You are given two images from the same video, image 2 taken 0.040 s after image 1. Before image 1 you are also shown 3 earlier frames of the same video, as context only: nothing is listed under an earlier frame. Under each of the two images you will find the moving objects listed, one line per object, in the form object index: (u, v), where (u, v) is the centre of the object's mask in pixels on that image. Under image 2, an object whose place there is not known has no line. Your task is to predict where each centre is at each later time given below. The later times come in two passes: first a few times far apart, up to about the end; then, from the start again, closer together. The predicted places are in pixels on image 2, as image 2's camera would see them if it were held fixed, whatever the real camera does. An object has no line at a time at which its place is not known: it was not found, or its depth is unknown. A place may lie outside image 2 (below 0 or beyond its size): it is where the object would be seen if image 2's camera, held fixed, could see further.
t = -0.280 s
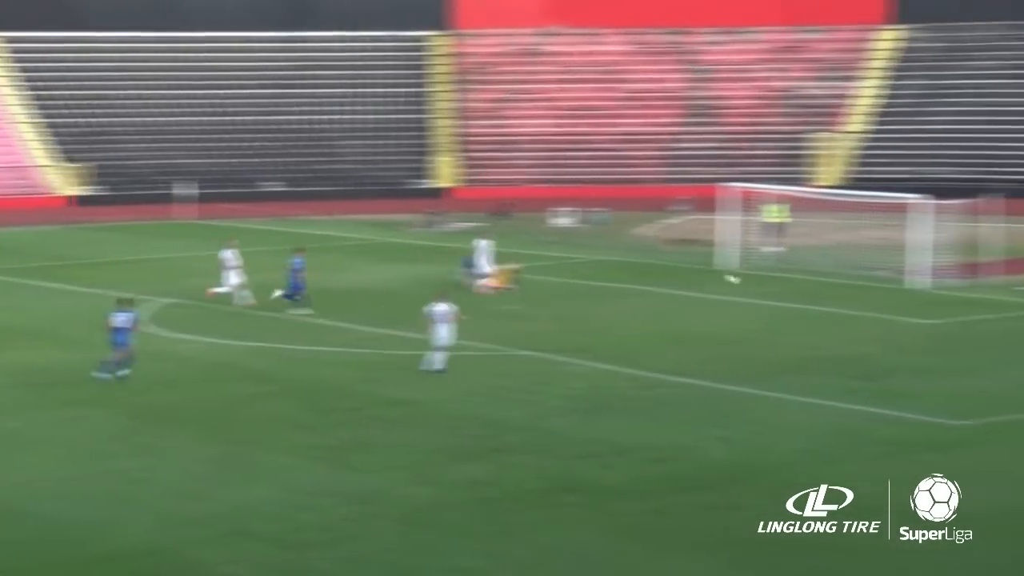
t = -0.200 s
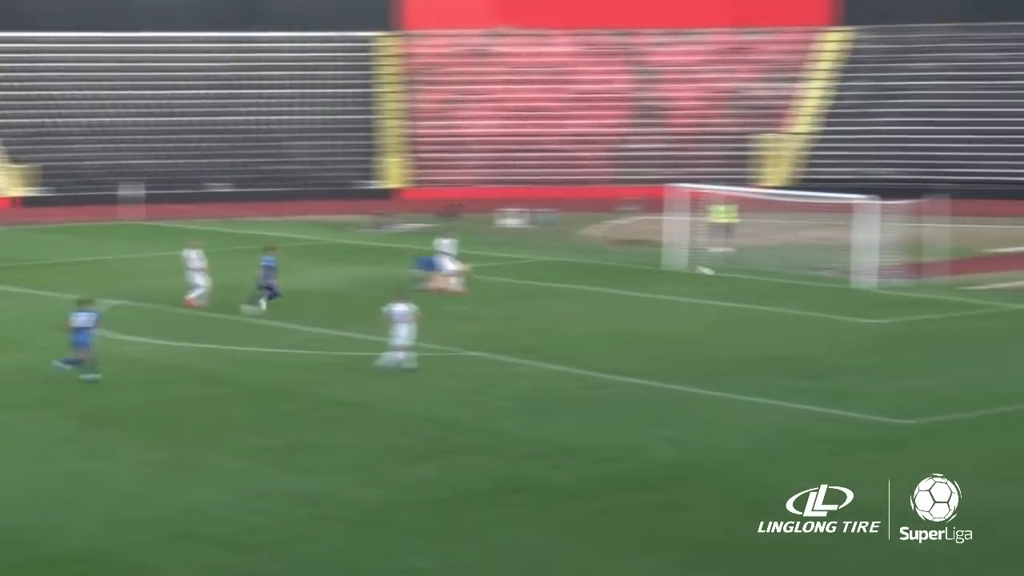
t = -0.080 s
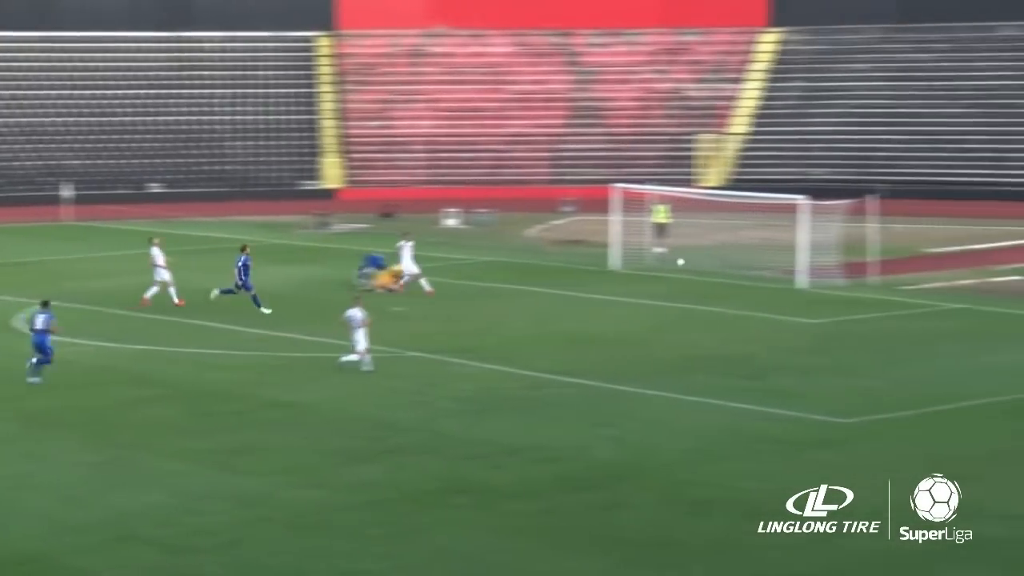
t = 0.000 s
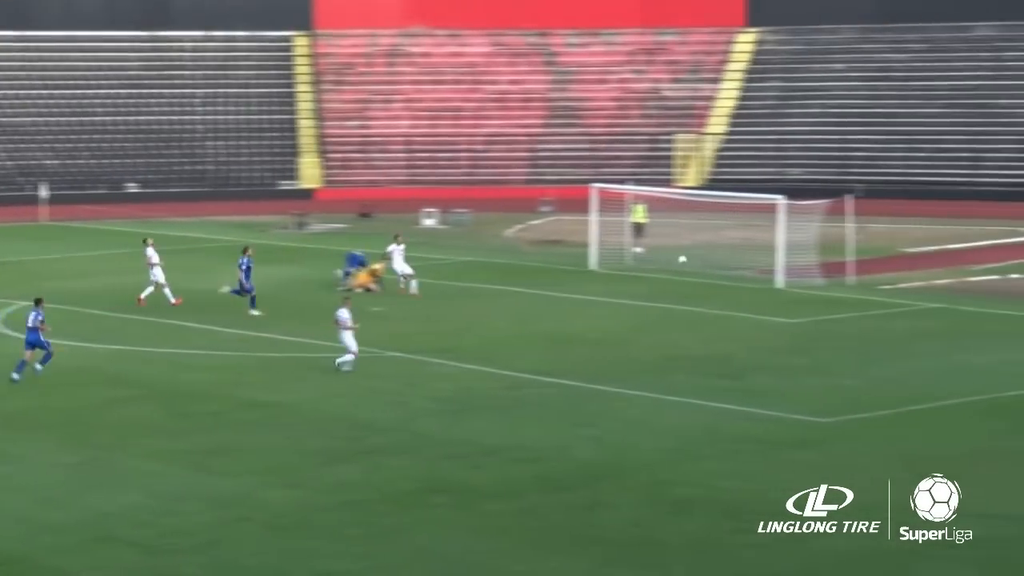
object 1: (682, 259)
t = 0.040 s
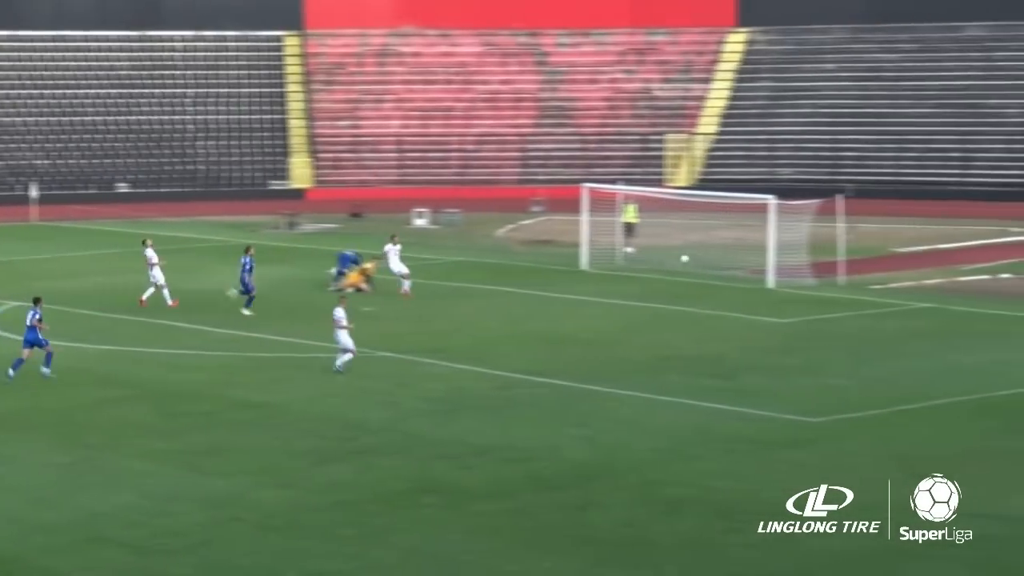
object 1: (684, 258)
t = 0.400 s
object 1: (775, 274)
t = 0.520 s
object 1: (782, 269)
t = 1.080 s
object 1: (784, 274)
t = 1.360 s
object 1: (786, 274)
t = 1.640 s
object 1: (785, 283)
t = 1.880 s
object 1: (777, 284)
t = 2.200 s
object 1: (764, 284)
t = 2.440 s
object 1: (758, 283)
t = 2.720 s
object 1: (754, 284)
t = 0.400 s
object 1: (775, 274)
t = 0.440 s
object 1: (777, 273)
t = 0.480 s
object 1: (780, 271)
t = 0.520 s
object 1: (782, 269)
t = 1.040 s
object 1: (784, 271)
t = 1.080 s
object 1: (784, 274)
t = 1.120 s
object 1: (784, 279)
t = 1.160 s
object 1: (785, 280)
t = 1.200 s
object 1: (784, 279)
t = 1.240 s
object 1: (785, 275)
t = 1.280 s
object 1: (785, 275)
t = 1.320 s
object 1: (786, 274)
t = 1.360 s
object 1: (786, 274)
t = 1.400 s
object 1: (786, 274)
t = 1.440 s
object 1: (787, 274)
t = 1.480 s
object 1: (787, 275)
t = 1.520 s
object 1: (787, 277)
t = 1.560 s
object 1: (787, 280)
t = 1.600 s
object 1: (786, 282)
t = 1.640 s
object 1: (785, 283)
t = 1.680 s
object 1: (785, 283)
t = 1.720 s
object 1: (783, 282)
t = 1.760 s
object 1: (781, 282)
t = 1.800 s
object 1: (780, 282)
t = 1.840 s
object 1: (779, 283)
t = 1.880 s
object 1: (777, 284)
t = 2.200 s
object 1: (764, 284)
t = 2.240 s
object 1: (762, 284)
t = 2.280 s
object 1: (762, 284)
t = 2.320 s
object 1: (761, 284)
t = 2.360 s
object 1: (759, 284)
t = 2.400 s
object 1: (759, 284)
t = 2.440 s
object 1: (758, 283)
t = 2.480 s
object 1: (758, 284)
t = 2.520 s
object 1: (757, 284)
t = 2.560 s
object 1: (756, 284)
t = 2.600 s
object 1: (755, 284)
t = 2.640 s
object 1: (755, 284)
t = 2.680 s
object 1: (754, 284)
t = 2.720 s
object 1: (754, 284)
